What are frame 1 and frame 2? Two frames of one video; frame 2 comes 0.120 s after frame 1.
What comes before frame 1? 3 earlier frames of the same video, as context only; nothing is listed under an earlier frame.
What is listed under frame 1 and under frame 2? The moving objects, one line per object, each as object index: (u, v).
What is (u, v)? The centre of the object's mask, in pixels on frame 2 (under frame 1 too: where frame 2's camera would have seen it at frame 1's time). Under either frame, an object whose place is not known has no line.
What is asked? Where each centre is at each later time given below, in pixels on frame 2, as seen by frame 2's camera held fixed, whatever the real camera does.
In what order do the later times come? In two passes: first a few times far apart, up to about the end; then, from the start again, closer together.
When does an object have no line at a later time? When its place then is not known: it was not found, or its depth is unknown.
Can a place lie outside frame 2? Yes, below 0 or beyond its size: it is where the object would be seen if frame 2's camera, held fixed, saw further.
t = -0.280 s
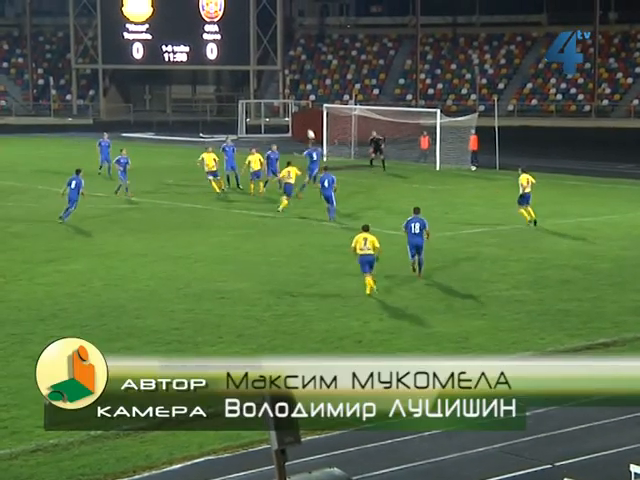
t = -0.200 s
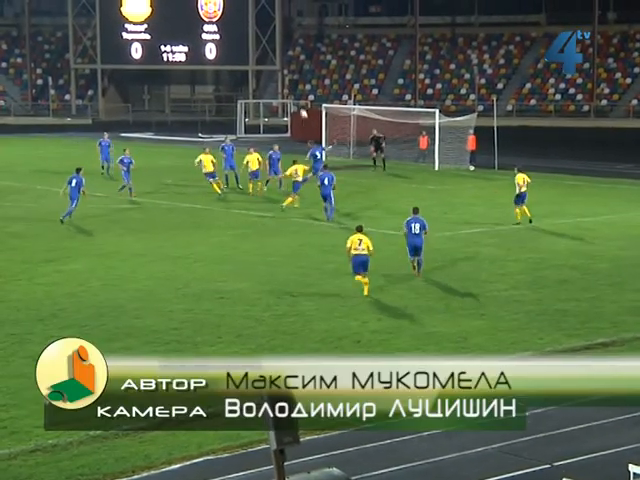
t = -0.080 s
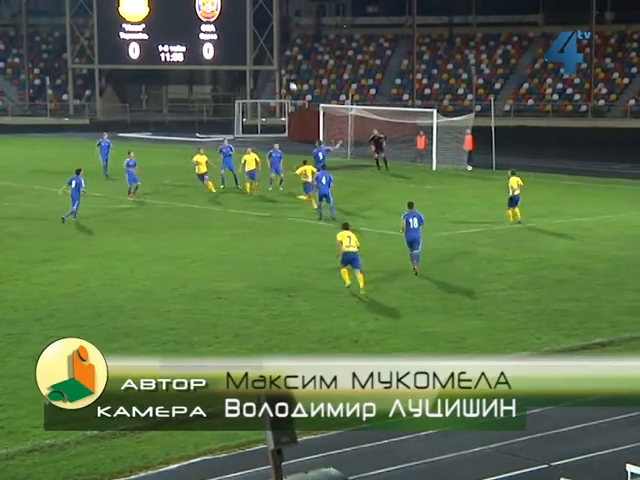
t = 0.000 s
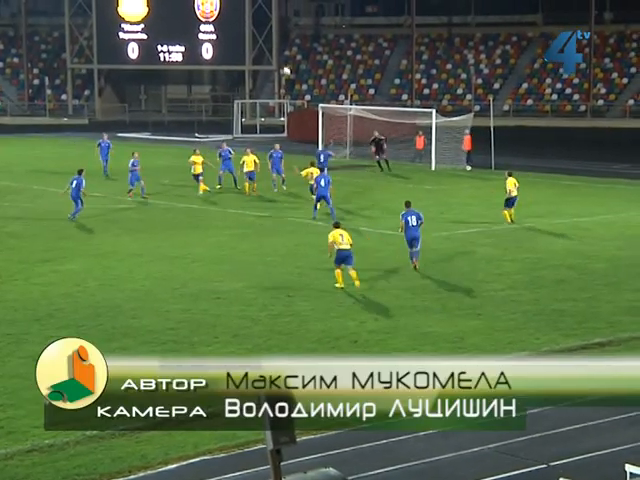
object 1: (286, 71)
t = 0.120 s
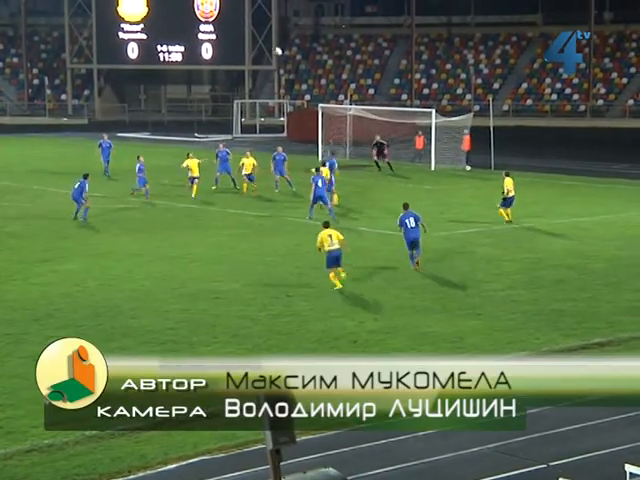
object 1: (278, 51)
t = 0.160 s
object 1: (276, 45)
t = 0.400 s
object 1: (261, 22)
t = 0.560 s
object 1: (252, 16)
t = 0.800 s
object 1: (238, 22)
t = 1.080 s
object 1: (224, 47)
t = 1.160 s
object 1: (220, 59)
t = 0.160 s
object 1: (276, 45)
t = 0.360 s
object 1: (263, 25)
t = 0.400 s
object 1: (261, 22)
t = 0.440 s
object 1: (259, 20)
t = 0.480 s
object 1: (256, 19)
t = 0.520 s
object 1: (254, 17)
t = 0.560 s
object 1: (252, 16)
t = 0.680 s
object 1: (245, 17)
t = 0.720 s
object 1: (243, 18)
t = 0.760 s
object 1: (241, 20)
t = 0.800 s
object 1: (238, 22)
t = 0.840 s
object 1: (236, 24)
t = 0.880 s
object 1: (234, 27)
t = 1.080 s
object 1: (224, 47)
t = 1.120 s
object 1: (222, 53)
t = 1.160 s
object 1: (220, 59)
